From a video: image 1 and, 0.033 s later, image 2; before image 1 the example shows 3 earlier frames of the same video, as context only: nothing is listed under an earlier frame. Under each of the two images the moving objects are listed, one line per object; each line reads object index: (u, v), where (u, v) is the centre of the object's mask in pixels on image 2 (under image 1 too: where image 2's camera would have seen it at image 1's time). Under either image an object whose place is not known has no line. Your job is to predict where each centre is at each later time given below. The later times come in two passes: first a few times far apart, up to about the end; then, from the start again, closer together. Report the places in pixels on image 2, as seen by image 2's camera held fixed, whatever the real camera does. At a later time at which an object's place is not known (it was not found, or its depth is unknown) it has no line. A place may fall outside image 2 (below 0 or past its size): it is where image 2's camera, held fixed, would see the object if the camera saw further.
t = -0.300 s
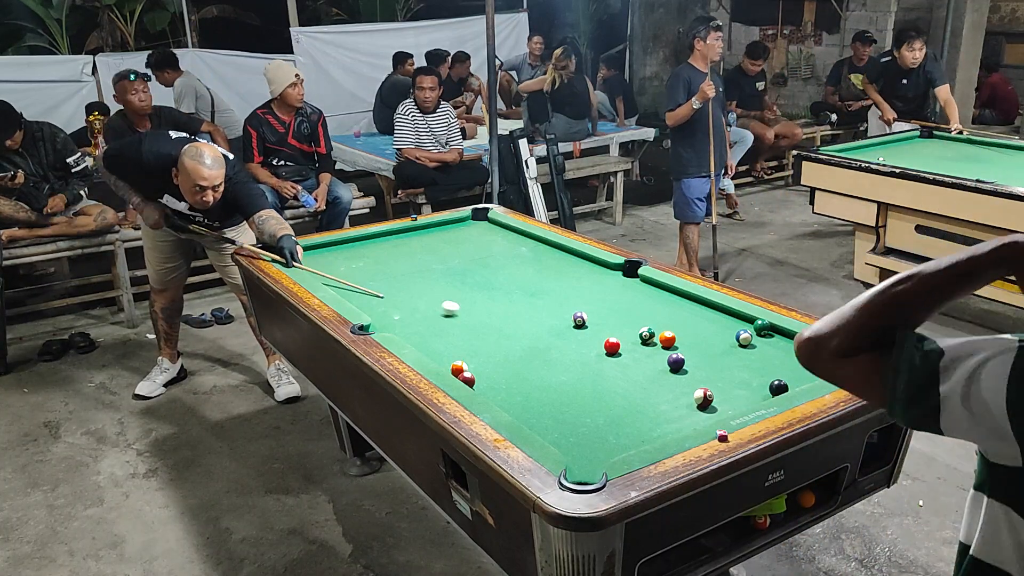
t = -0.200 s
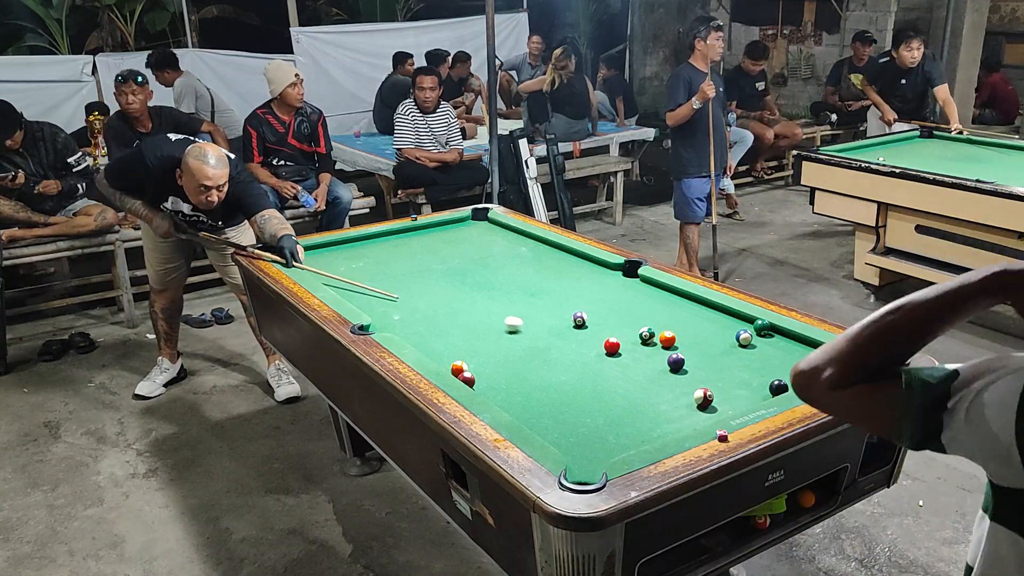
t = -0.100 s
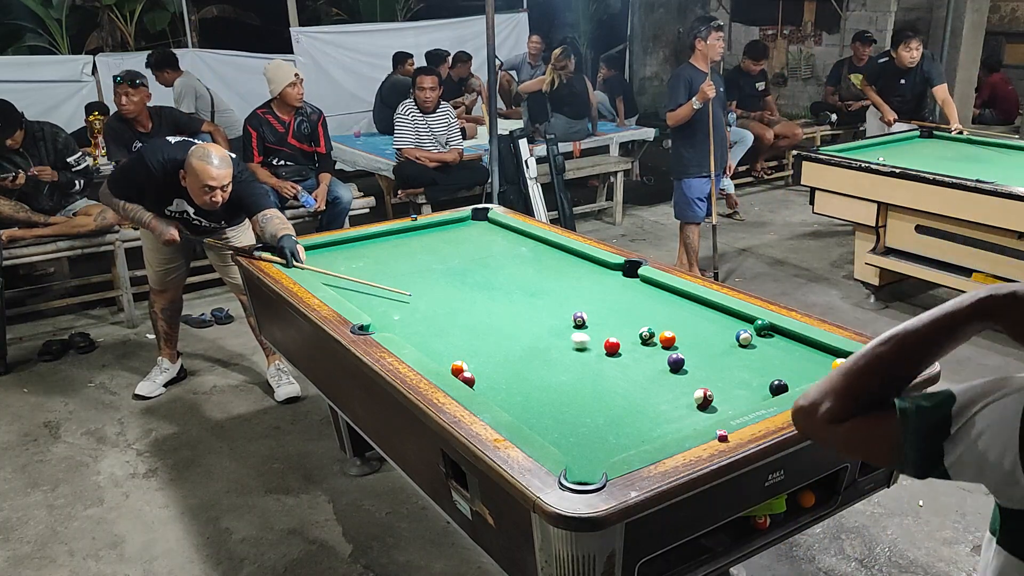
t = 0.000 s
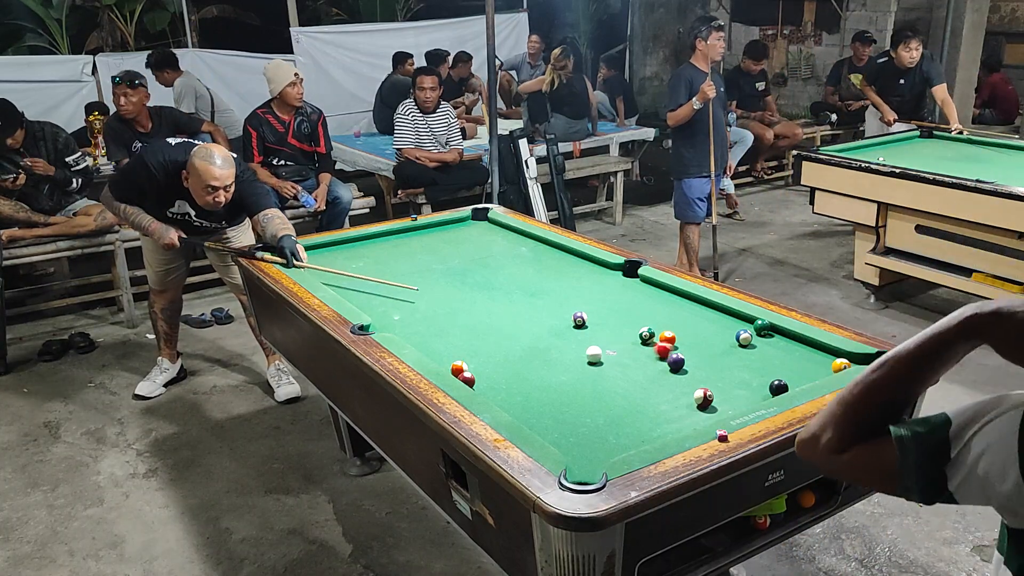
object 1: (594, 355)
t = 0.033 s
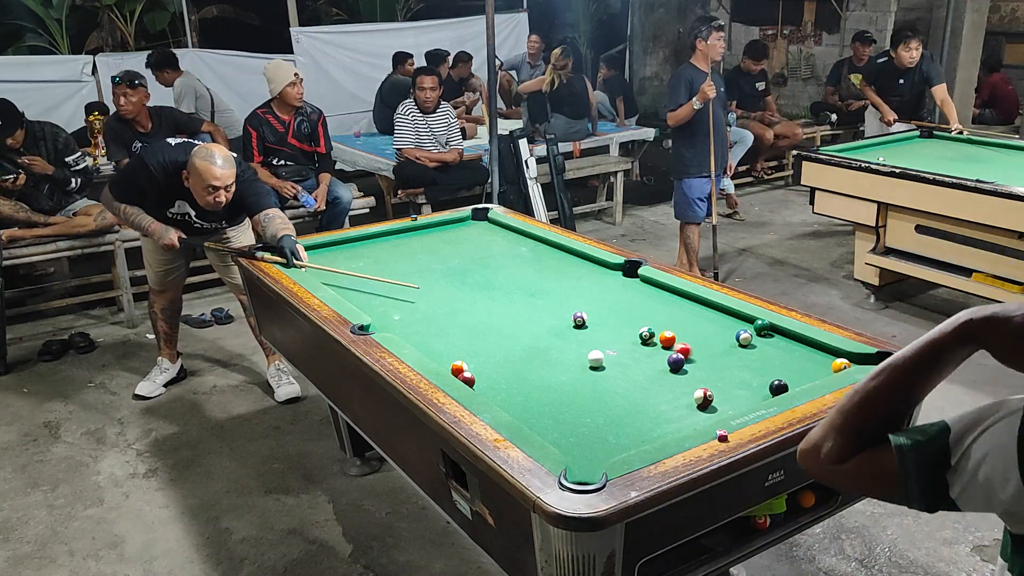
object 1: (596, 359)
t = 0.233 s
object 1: (623, 390)
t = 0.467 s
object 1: (662, 430)
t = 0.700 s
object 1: (624, 421)
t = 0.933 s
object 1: (579, 405)
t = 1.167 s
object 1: (540, 391)
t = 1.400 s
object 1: (507, 379)
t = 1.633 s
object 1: (478, 369)
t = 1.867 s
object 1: (469, 360)
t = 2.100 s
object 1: (463, 351)
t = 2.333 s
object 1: (458, 344)
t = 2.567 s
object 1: (454, 338)
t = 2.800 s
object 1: (452, 334)
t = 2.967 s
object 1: (448, 331)
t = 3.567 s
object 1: (451, 323)
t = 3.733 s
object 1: (446, 326)
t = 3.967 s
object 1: (447, 326)
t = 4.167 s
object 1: (447, 326)
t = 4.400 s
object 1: (446, 326)
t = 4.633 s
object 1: (446, 326)
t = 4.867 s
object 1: (446, 326)
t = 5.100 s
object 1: (446, 326)
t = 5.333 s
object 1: (446, 326)
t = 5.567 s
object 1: (446, 326)
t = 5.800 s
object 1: (446, 326)
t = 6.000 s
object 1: (446, 326)
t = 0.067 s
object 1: (599, 364)
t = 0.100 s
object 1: (604, 369)
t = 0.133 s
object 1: (609, 374)
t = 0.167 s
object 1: (613, 379)
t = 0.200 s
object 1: (618, 384)
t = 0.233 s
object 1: (623, 390)
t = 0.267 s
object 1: (629, 395)
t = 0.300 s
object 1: (634, 401)
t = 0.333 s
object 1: (639, 406)
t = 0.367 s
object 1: (645, 412)
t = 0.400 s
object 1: (650, 418)
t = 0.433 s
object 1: (656, 424)
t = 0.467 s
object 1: (662, 430)
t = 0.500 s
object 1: (667, 433)
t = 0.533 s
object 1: (660, 432)
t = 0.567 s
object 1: (653, 431)
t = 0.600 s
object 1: (645, 429)
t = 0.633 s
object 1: (638, 426)
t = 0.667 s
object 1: (631, 423)
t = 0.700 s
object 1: (624, 421)
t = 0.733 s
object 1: (617, 418)
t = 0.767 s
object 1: (610, 416)
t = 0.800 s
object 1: (604, 413)
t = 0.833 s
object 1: (597, 411)
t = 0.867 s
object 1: (591, 409)
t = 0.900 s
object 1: (585, 407)
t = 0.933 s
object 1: (579, 405)
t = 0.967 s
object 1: (573, 402)
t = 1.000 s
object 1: (567, 401)
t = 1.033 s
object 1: (562, 398)
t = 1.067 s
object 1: (556, 396)
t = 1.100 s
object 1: (551, 395)
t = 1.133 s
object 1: (545, 393)
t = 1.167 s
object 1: (540, 391)
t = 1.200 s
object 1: (535, 389)
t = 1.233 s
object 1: (530, 387)
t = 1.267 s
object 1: (525, 386)
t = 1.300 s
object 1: (521, 384)
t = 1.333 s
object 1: (516, 382)
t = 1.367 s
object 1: (512, 381)
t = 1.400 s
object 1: (507, 379)
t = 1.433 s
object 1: (503, 378)
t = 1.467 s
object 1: (498, 376)
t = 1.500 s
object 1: (494, 375)
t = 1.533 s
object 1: (490, 373)
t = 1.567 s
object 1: (486, 372)
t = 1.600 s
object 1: (482, 371)
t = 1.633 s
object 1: (478, 369)
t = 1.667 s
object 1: (476, 367)
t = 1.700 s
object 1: (475, 366)
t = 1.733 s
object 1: (474, 365)
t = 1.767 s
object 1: (472, 363)
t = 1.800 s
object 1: (471, 362)
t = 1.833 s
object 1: (470, 361)
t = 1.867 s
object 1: (469, 360)
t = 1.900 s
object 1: (468, 358)
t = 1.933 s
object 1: (467, 357)
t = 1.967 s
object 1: (466, 356)
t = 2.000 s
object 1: (465, 354)
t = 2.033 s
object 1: (465, 353)
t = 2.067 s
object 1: (464, 352)
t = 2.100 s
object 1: (463, 351)
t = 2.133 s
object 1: (462, 350)
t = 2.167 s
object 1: (461, 349)
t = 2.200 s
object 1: (460, 348)
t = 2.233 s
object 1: (460, 347)
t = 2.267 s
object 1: (459, 346)
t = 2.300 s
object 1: (458, 345)
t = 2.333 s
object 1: (458, 344)
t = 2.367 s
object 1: (457, 343)
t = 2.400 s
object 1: (457, 342)
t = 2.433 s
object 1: (456, 342)
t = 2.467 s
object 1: (456, 341)
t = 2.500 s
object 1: (455, 340)
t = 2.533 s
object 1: (455, 339)
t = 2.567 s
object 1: (454, 338)
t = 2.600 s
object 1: (454, 338)
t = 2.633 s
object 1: (453, 337)
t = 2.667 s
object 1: (453, 337)
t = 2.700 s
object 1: (453, 336)
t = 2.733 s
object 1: (452, 335)
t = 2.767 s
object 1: (452, 335)
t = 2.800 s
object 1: (452, 334)
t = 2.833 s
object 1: (451, 333)
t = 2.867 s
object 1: (451, 333)
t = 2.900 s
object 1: (449, 333)
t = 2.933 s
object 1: (451, 331)
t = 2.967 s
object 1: (448, 331)
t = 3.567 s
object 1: (451, 323)
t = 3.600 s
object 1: (447, 326)
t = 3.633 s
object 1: (446, 327)
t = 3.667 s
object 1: (446, 326)
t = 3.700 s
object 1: (446, 326)
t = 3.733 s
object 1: (446, 326)
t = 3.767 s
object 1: (446, 326)
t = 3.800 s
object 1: (446, 326)
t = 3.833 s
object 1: (446, 326)
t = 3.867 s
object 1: (446, 326)
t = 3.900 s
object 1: (446, 326)
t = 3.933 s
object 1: (447, 326)
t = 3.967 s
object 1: (447, 326)
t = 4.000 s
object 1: (447, 326)
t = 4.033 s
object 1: (447, 326)
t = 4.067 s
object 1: (447, 326)
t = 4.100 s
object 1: (447, 326)
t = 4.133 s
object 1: (447, 326)
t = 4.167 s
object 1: (447, 326)
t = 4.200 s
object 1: (446, 326)
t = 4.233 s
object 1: (446, 326)
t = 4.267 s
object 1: (446, 326)
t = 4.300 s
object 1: (446, 326)
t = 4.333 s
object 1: (446, 326)
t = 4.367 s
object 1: (446, 326)
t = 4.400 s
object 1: (446, 326)
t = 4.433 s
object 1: (446, 326)
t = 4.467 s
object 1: (446, 326)
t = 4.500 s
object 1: (446, 326)
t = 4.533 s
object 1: (446, 326)
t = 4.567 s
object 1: (446, 326)
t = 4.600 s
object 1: (446, 326)
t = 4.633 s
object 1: (446, 326)
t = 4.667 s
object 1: (446, 326)
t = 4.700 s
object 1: (446, 326)
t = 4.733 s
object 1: (446, 326)
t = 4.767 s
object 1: (446, 326)
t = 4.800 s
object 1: (446, 326)
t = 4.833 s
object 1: (446, 326)
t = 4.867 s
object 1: (446, 326)
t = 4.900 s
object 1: (446, 326)
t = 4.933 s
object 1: (446, 326)
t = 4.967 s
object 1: (446, 326)
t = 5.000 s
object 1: (446, 326)
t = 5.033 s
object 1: (446, 326)
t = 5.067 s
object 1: (446, 326)
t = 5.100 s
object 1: (446, 326)
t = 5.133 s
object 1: (446, 326)
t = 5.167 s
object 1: (446, 326)
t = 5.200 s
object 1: (446, 326)
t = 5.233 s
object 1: (446, 326)
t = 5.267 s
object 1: (446, 326)
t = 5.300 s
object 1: (446, 326)
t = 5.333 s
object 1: (446, 326)
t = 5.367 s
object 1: (446, 326)
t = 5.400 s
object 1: (446, 326)
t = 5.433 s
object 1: (446, 326)
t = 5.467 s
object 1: (446, 326)
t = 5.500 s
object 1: (446, 326)
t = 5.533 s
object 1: (446, 326)
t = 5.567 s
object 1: (446, 326)
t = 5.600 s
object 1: (446, 326)
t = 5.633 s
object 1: (446, 326)
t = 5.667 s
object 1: (446, 326)
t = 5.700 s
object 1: (446, 326)
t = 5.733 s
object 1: (446, 326)
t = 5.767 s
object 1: (446, 326)
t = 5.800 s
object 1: (446, 326)
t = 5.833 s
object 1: (446, 326)
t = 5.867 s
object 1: (446, 326)
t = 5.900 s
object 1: (446, 326)
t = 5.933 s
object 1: (446, 326)
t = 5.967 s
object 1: (446, 326)
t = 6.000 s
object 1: (446, 326)
